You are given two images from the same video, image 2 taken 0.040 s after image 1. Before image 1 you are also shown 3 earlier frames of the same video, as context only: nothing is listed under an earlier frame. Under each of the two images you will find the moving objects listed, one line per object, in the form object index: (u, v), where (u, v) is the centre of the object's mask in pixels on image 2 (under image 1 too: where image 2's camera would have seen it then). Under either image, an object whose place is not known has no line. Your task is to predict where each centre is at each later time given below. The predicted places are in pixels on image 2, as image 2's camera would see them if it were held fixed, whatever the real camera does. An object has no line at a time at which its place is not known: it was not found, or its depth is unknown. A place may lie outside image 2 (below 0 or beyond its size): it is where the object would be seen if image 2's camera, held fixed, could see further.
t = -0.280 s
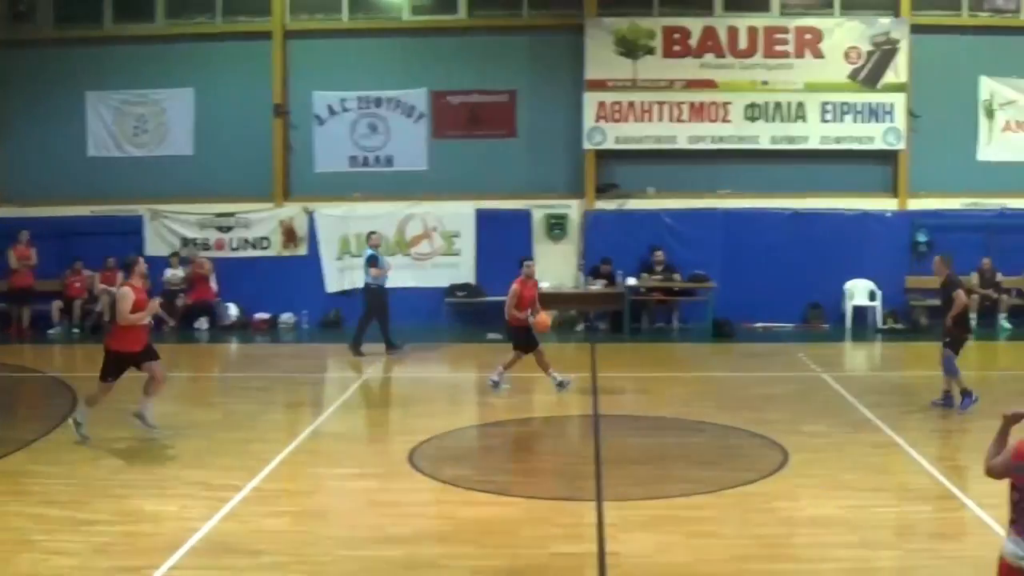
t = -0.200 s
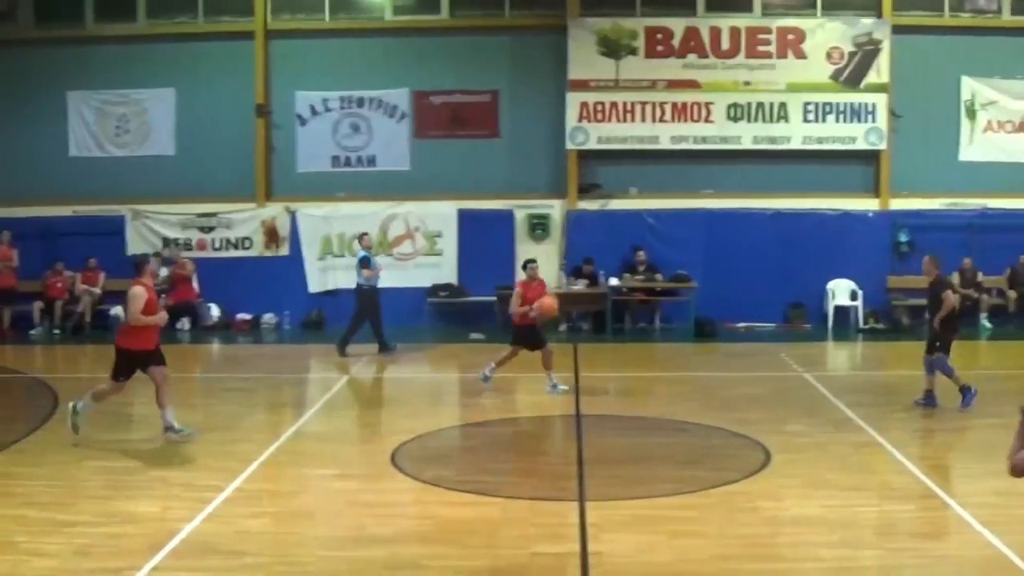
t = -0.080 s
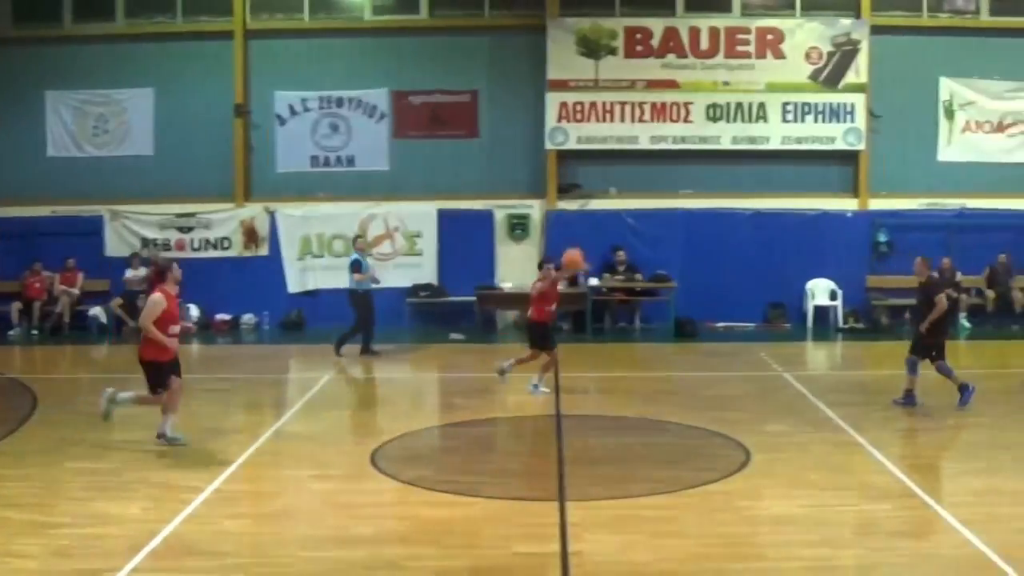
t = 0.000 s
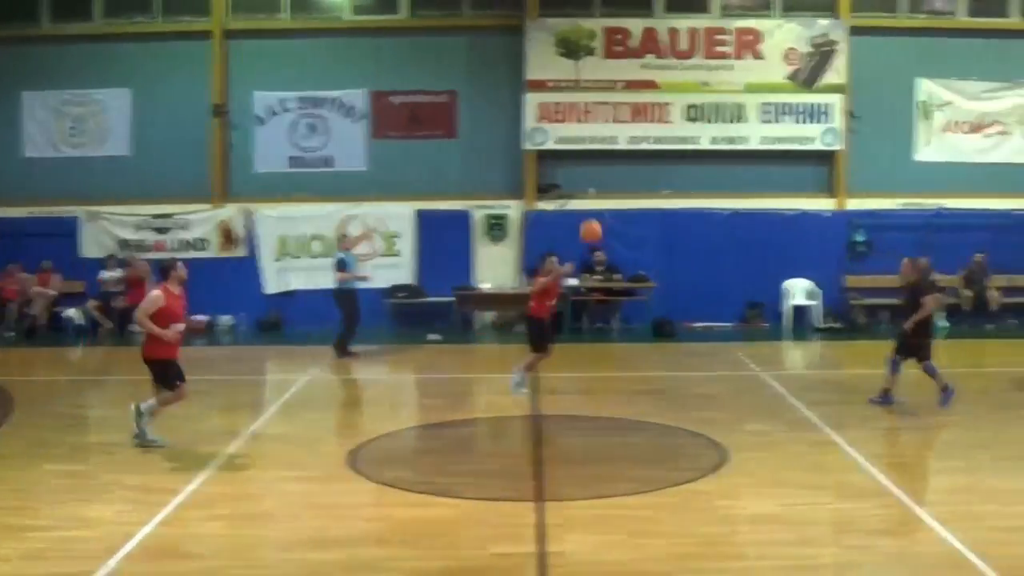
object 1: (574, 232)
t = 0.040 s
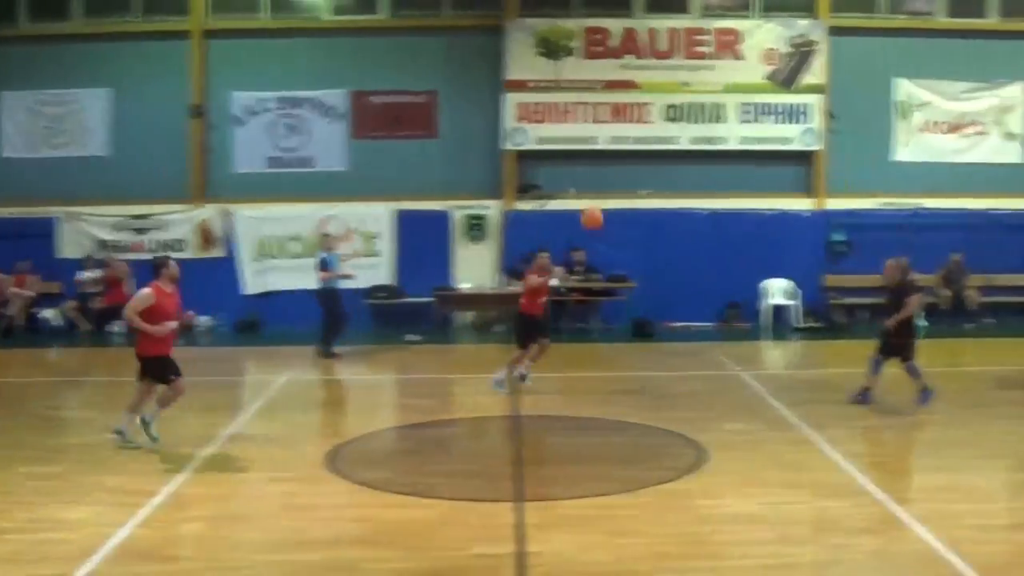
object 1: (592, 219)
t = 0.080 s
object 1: (608, 205)
